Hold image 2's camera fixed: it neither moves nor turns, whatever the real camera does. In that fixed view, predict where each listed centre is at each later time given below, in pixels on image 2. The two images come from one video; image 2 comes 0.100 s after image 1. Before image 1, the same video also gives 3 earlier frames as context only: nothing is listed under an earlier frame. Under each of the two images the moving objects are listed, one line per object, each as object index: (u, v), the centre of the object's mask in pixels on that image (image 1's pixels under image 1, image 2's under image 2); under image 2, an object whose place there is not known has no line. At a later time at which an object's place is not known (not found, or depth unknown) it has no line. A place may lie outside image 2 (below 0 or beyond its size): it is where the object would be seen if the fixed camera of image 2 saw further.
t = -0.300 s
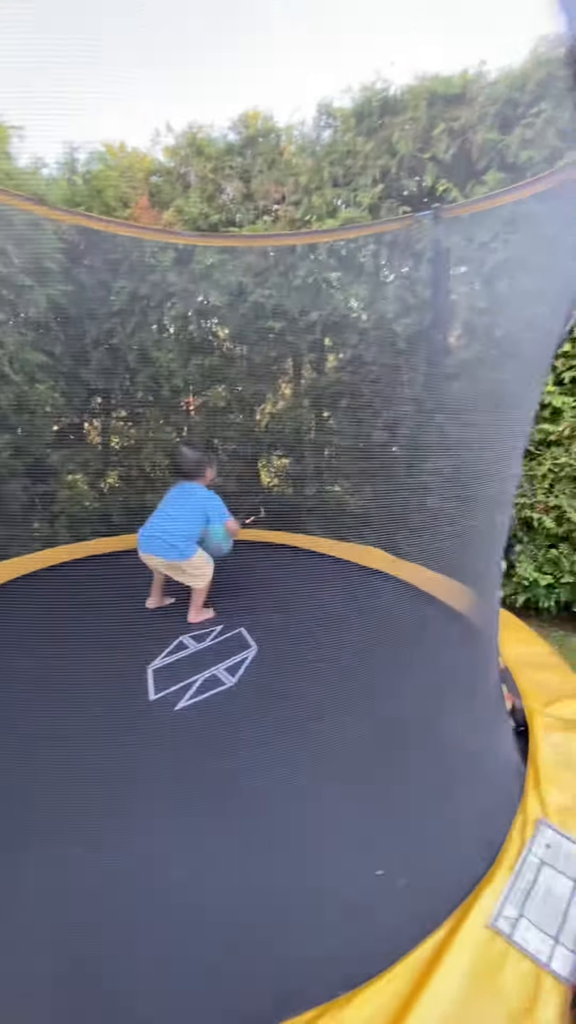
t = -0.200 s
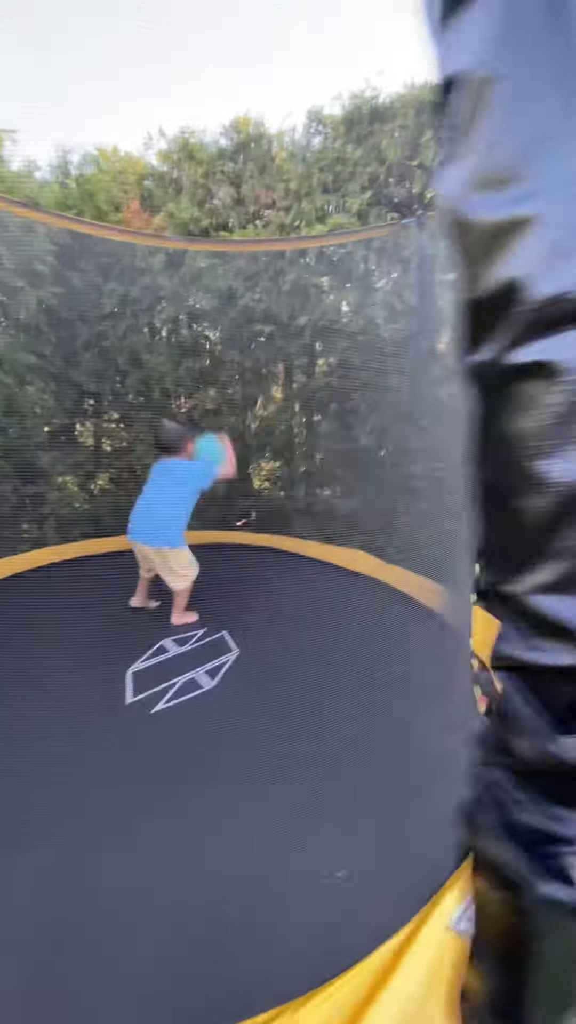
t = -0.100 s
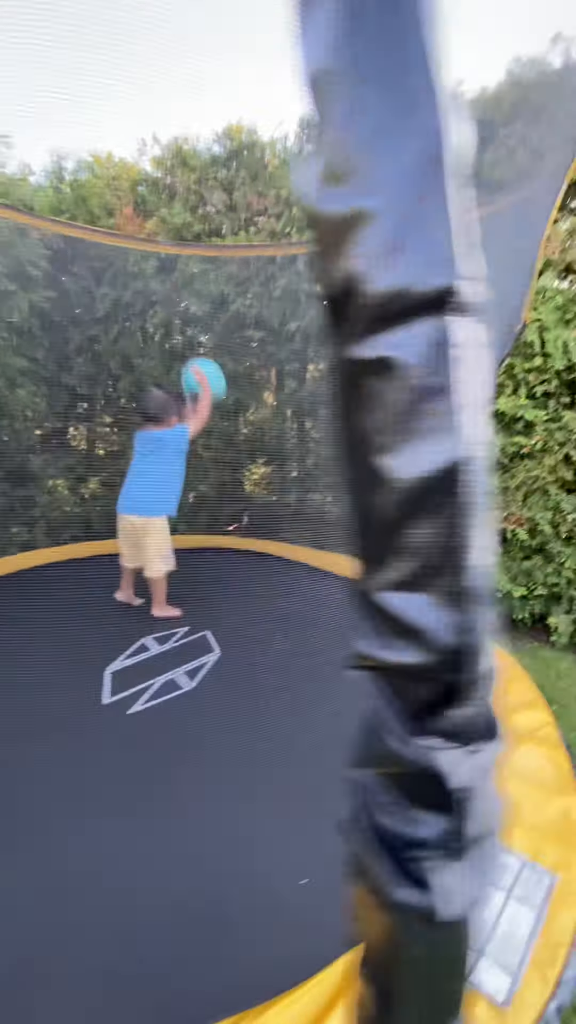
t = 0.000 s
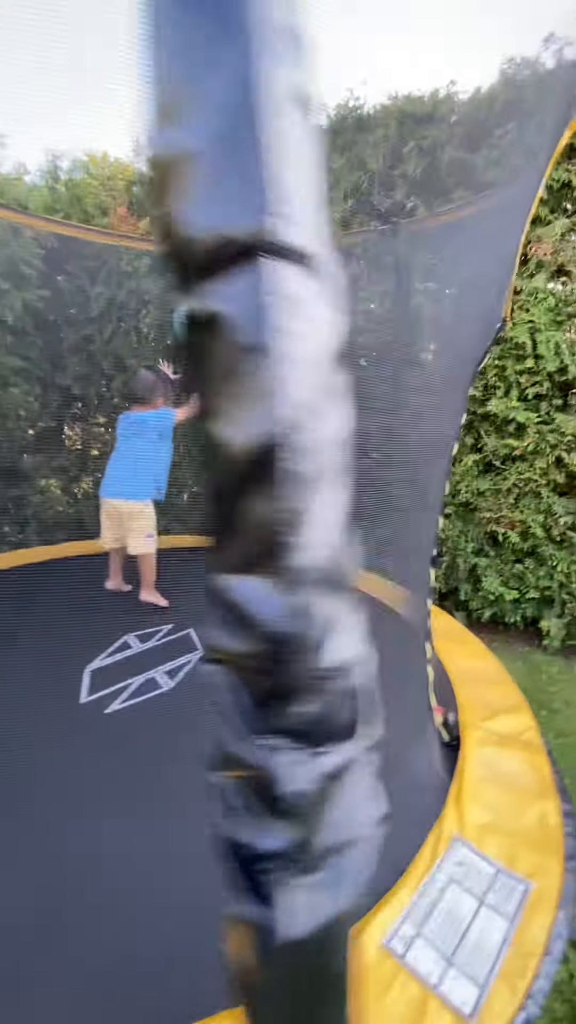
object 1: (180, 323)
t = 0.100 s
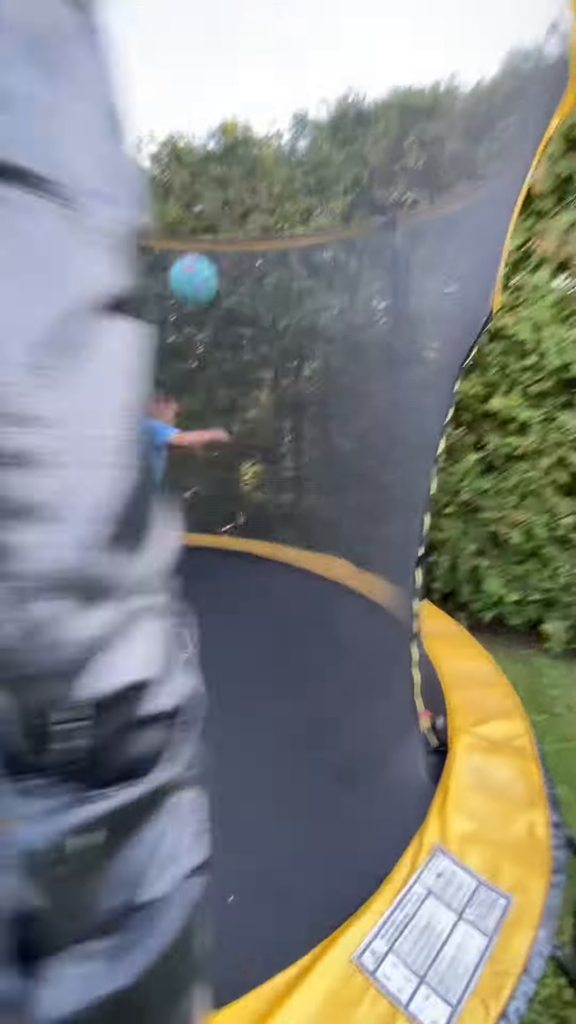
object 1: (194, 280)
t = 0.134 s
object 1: (192, 273)
